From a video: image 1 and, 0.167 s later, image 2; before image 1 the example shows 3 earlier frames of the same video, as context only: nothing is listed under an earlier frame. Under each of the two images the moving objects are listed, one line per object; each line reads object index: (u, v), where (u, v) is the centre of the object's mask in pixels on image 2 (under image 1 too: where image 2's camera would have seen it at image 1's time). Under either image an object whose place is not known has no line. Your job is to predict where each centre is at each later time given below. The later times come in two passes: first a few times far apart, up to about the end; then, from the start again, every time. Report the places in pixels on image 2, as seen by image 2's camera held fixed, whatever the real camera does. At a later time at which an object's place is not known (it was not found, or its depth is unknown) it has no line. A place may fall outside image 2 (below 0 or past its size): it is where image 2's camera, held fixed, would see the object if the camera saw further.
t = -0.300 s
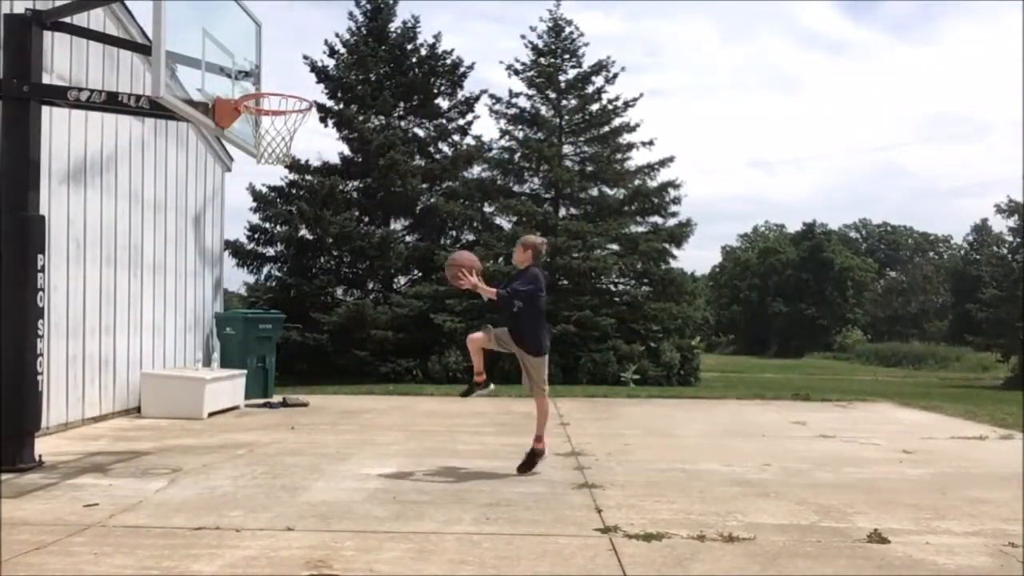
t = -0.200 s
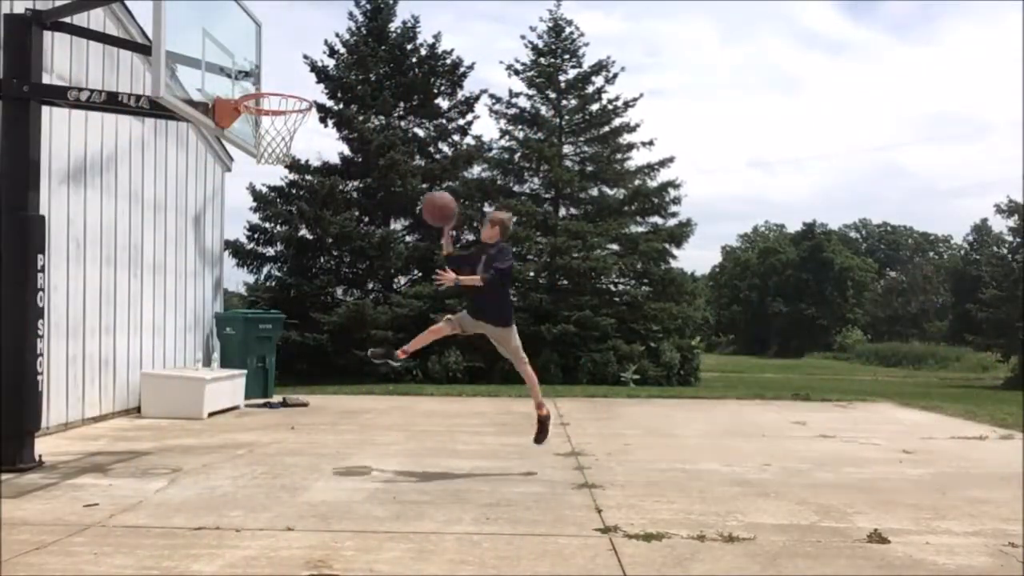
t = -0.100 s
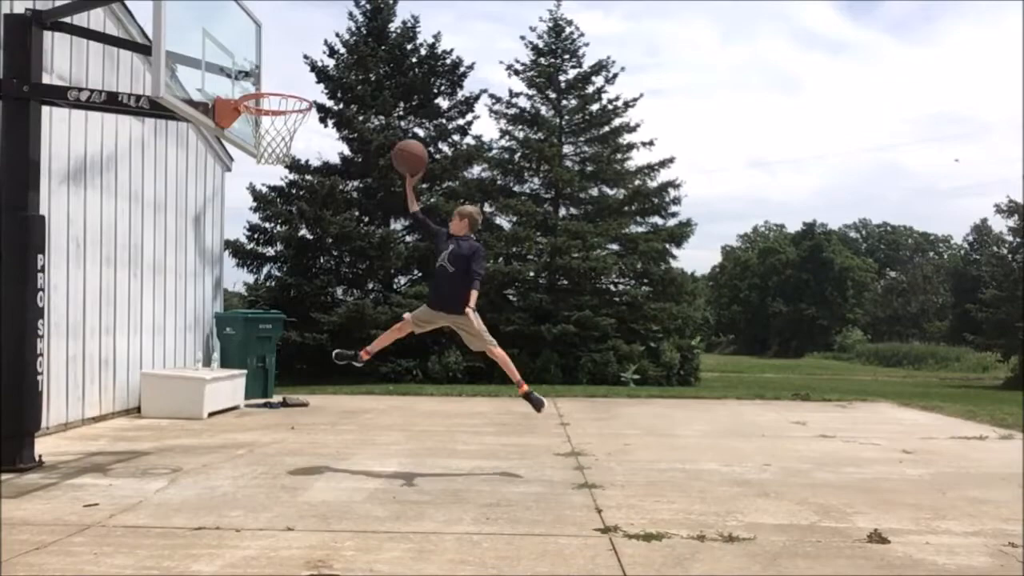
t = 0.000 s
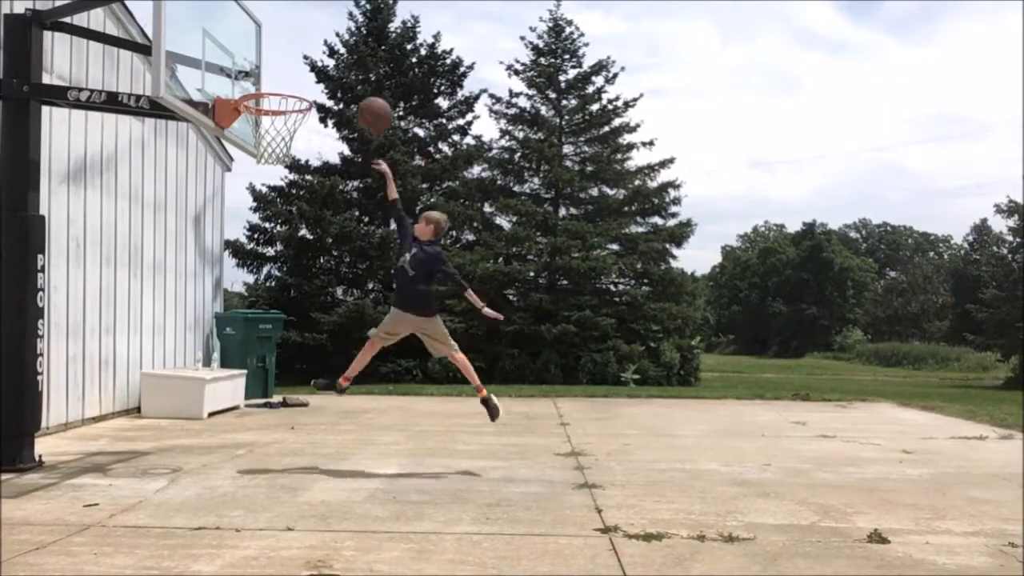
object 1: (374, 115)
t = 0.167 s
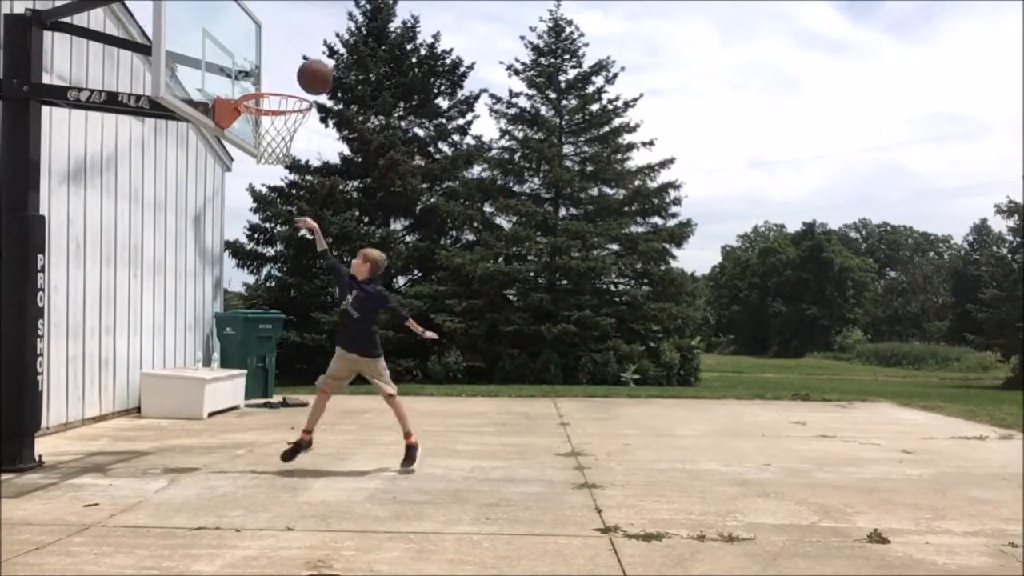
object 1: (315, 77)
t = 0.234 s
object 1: (291, 73)
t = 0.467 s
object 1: (250, 80)
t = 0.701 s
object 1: (283, 113)
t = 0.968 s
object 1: (286, 146)
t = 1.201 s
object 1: (255, 188)
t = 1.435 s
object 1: (223, 303)
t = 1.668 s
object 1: (193, 435)
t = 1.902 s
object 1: (172, 307)
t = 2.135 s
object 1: (151, 265)
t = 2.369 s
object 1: (130, 303)
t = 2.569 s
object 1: (111, 395)
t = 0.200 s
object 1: (303, 74)
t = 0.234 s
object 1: (291, 73)
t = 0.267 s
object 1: (280, 73)
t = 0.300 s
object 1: (268, 75)
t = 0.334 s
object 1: (257, 78)
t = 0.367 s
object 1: (244, 81)
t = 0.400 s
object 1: (240, 84)
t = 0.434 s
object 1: (244, 81)
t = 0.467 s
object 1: (250, 80)
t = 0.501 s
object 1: (255, 79)
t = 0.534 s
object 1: (260, 80)
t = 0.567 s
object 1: (264, 81)
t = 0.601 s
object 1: (270, 89)
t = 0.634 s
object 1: (274, 96)
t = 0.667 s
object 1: (278, 103)
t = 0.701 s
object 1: (283, 113)
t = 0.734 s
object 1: (289, 121)
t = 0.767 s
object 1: (292, 130)
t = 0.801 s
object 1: (294, 135)
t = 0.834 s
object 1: (295, 137)
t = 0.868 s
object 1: (295, 139)
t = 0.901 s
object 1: (293, 141)
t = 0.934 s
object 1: (289, 143)
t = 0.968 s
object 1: (286, 146)
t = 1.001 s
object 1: (282, 148)
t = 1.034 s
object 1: (278, 152)
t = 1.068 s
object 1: (273, 156)
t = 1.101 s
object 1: (268, 162)
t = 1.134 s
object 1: (264, 170)
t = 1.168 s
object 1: (260, 178)
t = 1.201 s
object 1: (255, 188)
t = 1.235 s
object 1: (251, 200)
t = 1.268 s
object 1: (246, 213)
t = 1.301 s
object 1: (242, 227)
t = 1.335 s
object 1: (237, 244)
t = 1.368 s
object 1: (233, 262)
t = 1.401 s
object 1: (228, 282)
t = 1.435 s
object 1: (223, 303)
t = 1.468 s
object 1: (219, 325)
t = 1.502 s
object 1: (214, 350)
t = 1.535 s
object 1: (210, 376)
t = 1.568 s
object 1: (205, 403)
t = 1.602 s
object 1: (200, 432)
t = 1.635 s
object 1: (196, 460)
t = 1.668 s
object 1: (193, 435)
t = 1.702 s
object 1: (189, 411)
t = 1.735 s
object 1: (187, 389)
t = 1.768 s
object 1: (184, 369)
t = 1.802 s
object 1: (181, 351)
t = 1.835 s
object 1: (178, 334)
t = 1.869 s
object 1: (175, 320)
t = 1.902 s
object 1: (172, 307)
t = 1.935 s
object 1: (170, 296)
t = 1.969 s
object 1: (167, 286)
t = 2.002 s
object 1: (164, 279)
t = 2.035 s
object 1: (161, 273)
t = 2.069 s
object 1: (158, 269)
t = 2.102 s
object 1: (155, 266)
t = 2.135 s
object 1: (151, 265)
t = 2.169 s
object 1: (148, 265)
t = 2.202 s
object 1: (146, 268)
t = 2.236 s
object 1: (143, 272)
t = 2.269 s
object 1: (140, 277)
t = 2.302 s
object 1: (136, 284)
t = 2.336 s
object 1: (133, 293)
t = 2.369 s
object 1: (130, 303)
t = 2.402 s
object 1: (127, 314)
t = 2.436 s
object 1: (124, 327)
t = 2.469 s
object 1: (121, 342)
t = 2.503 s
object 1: (118, 358)
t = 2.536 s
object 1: (115, 376)
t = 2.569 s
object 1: (111, 395)
